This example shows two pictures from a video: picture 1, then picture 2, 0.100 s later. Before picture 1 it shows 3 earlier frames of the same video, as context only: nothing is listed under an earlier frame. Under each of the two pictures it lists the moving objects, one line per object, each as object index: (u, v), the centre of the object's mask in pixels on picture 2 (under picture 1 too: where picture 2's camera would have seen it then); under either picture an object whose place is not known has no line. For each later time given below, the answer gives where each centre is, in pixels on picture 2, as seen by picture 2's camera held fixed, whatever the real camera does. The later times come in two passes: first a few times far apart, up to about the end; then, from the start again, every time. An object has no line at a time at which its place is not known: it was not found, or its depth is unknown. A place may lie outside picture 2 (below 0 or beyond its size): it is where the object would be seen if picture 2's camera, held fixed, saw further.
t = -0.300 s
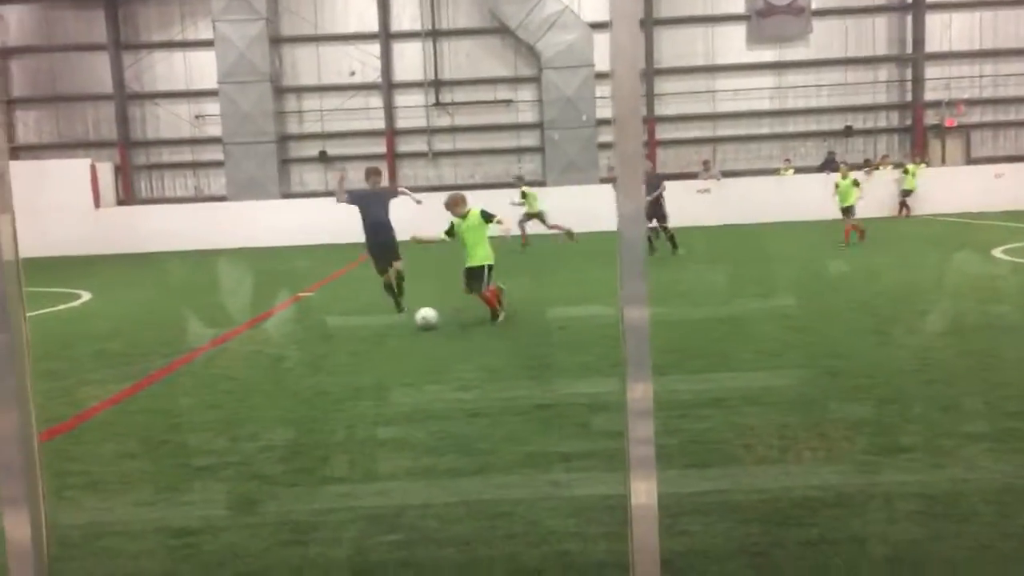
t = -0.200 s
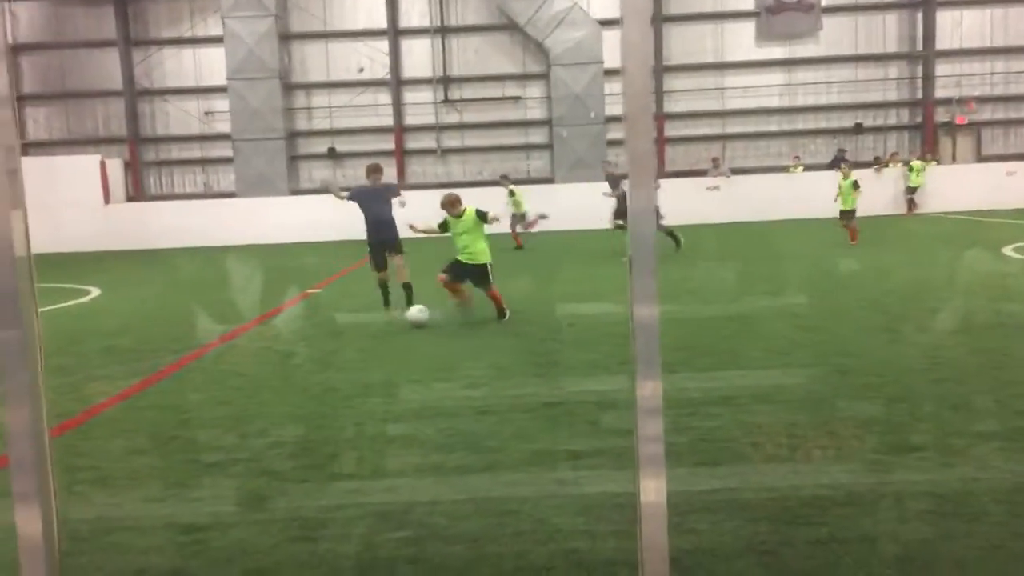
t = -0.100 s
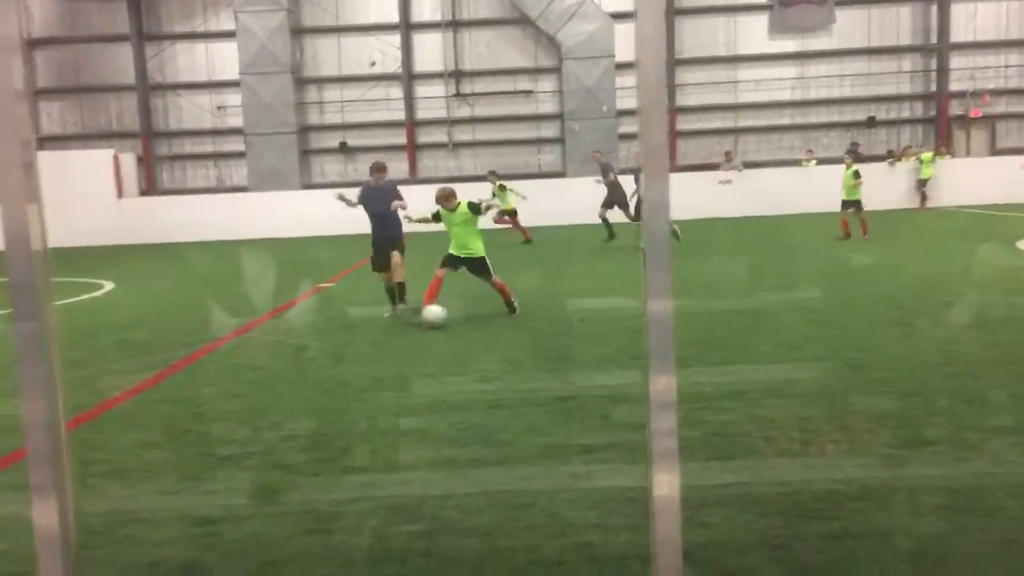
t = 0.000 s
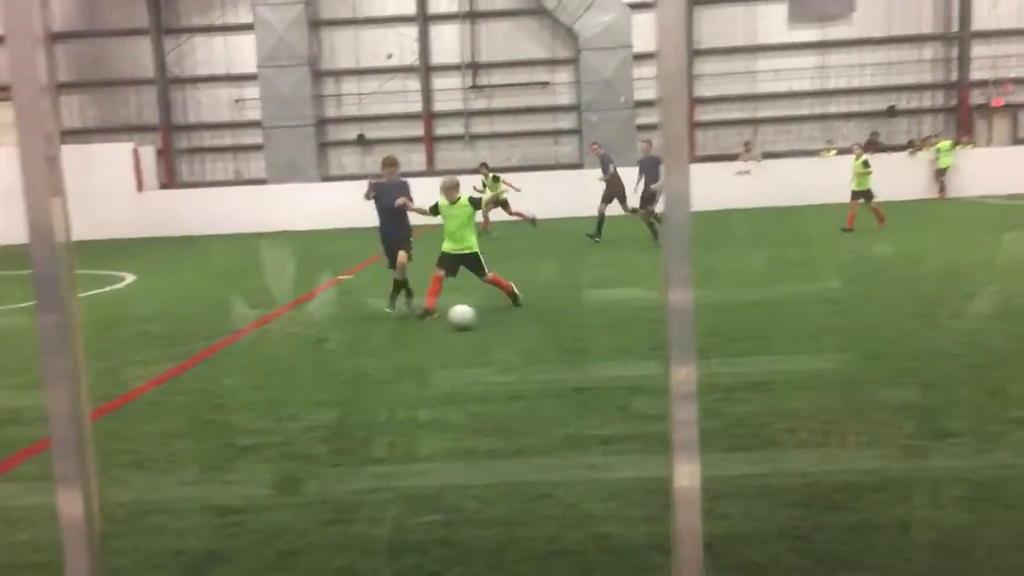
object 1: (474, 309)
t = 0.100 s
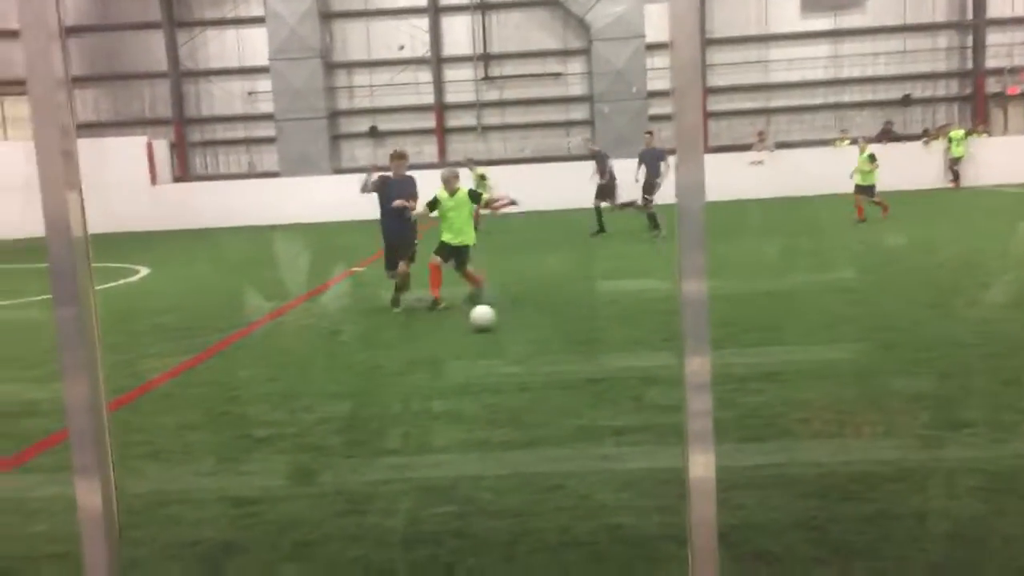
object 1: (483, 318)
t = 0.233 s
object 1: (493, 330)
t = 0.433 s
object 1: (509, 343)
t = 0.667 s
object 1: (534, 373)
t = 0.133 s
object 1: (486, 320)
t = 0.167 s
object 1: (488, 324)
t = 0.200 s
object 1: (491, 327)
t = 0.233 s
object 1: (493, 330)
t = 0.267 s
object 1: (496, 330)
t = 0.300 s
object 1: (498, 333)
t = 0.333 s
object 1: (500, 338)
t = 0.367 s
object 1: (504, 343)
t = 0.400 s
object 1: (507, 343)
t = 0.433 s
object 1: (509, 343)
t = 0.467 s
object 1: (512, 345)
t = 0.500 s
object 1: (515, 349)
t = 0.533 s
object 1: (518, 360)
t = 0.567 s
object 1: (522, 367)
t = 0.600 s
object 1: (526, 367)
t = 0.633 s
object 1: (531, 371)
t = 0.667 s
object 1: (534, 373)
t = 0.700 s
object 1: (539, 381)
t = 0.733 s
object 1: (544, 388)
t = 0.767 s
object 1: (550, 390)
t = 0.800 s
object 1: (554, 394)
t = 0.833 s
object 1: (559, 401)
